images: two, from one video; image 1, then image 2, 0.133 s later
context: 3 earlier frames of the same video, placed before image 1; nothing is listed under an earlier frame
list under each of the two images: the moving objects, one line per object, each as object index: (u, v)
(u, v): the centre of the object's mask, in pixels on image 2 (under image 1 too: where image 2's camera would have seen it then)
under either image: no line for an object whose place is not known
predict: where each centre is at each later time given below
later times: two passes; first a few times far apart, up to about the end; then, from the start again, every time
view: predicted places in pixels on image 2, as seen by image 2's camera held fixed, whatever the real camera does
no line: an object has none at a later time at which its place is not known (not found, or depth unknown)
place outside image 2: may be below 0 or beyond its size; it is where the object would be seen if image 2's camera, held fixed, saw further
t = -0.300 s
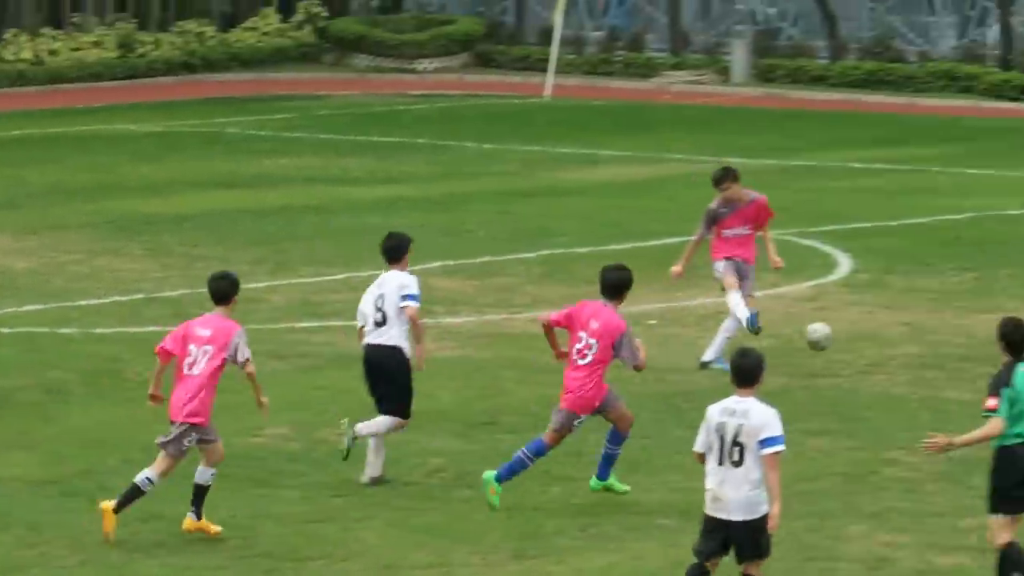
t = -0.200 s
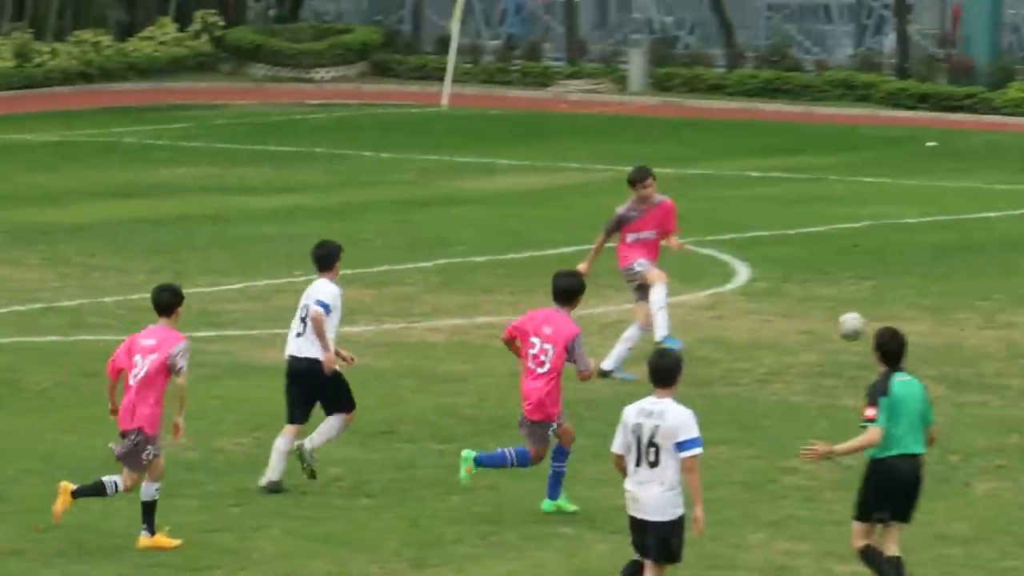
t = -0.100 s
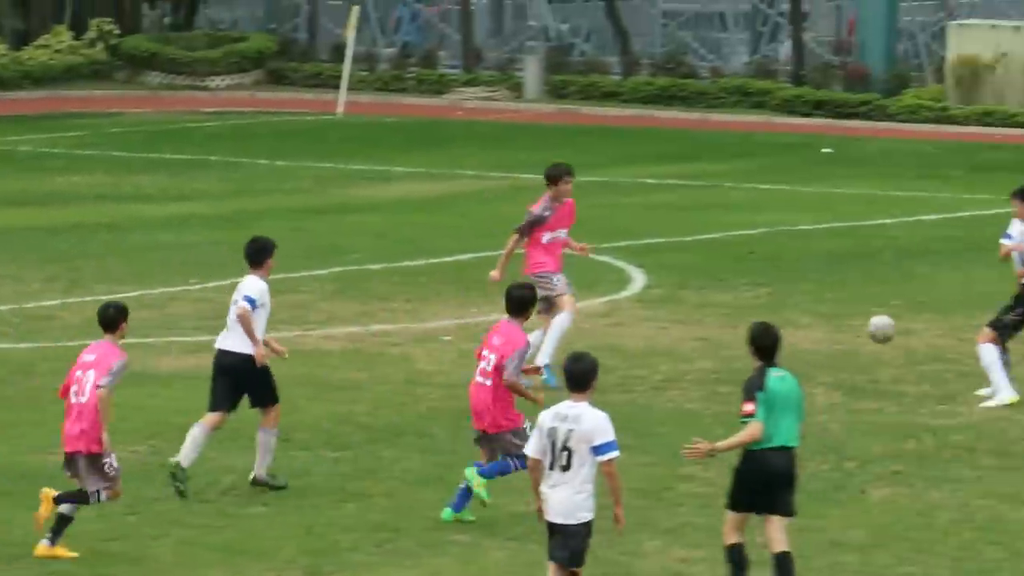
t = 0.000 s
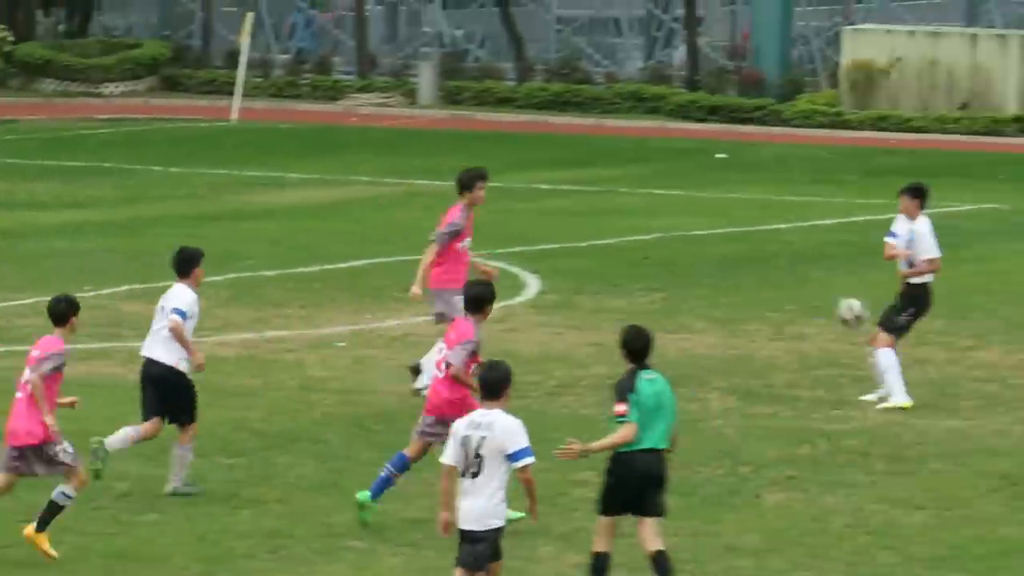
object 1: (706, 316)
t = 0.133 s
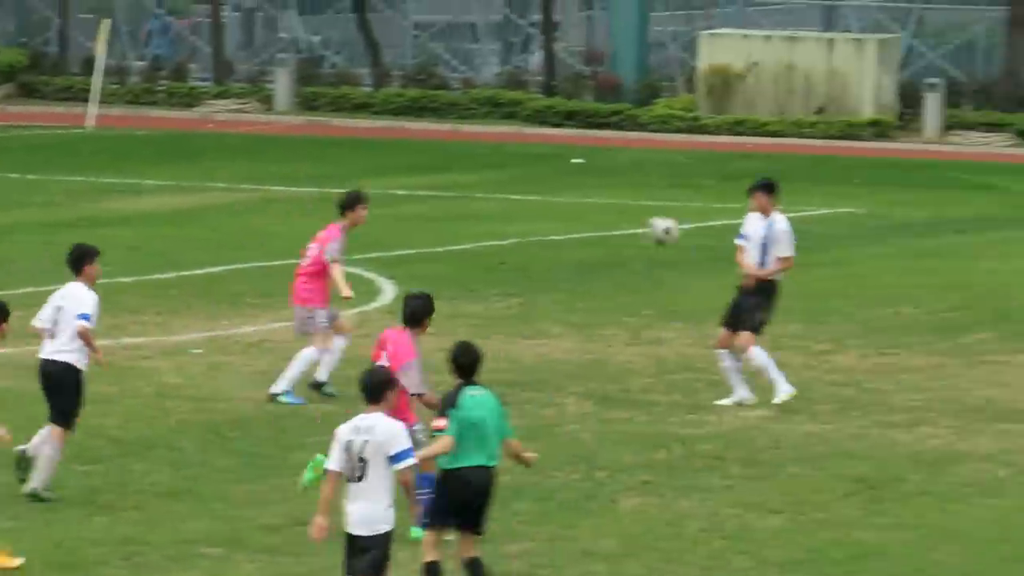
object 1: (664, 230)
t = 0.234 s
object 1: (627, 179)
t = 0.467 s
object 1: (548, 113)
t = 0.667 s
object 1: (482, 114)
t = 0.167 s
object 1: (651, 212)
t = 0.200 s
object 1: (641, 194)
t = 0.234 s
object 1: (627, 179)
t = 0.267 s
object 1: (616, 164)
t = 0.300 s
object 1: (604, 151)
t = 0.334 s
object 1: (592, 141)
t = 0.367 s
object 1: (582, 131)
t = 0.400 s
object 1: (569, 125)
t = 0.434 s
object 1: (557, 119)
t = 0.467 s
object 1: (548, 113)
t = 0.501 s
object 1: (536, 110)
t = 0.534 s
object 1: (525, 107)
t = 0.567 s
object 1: (514, 107)
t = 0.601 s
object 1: (503, 107)
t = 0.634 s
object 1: (493, 110)
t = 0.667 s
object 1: (482, 114)
